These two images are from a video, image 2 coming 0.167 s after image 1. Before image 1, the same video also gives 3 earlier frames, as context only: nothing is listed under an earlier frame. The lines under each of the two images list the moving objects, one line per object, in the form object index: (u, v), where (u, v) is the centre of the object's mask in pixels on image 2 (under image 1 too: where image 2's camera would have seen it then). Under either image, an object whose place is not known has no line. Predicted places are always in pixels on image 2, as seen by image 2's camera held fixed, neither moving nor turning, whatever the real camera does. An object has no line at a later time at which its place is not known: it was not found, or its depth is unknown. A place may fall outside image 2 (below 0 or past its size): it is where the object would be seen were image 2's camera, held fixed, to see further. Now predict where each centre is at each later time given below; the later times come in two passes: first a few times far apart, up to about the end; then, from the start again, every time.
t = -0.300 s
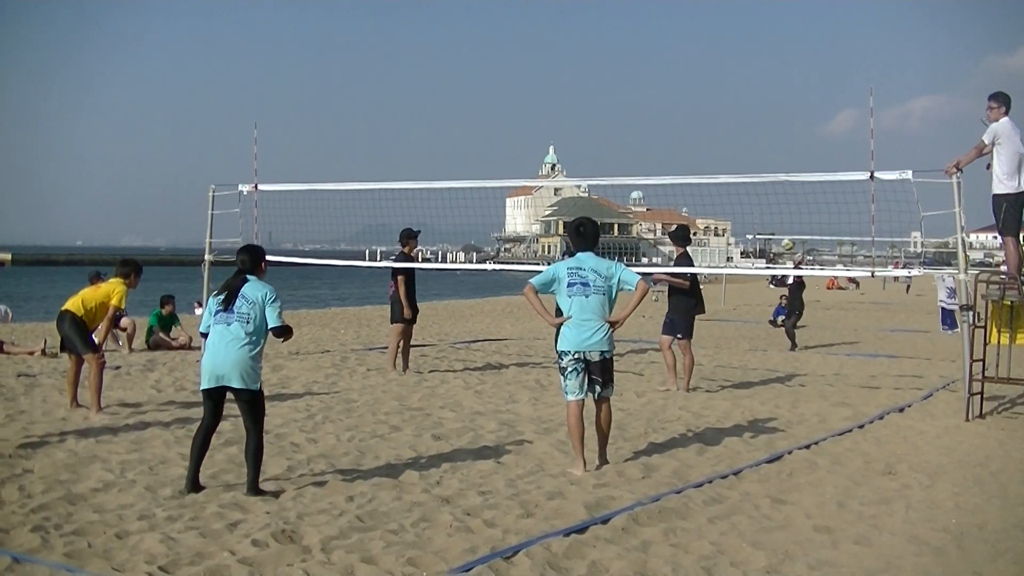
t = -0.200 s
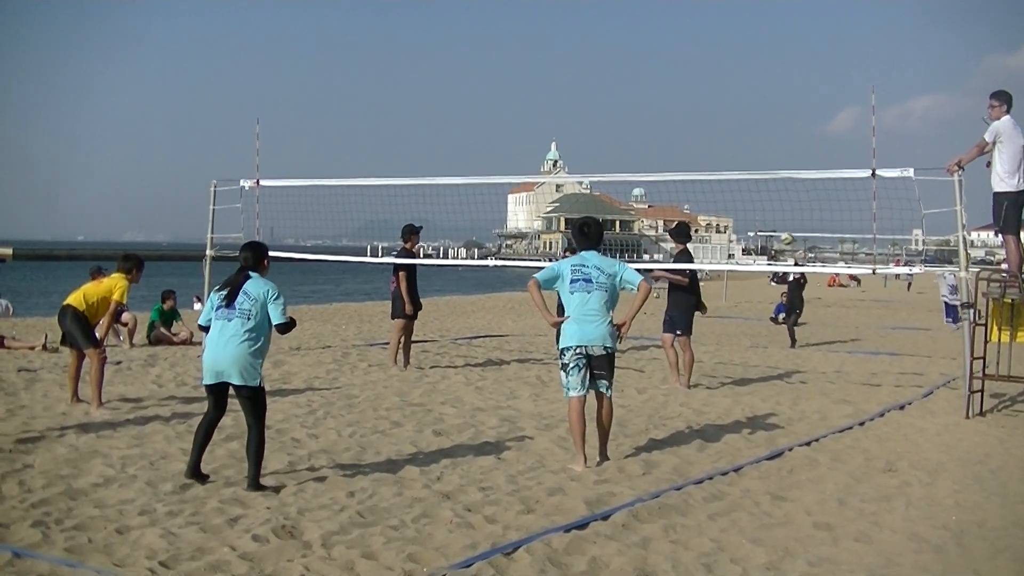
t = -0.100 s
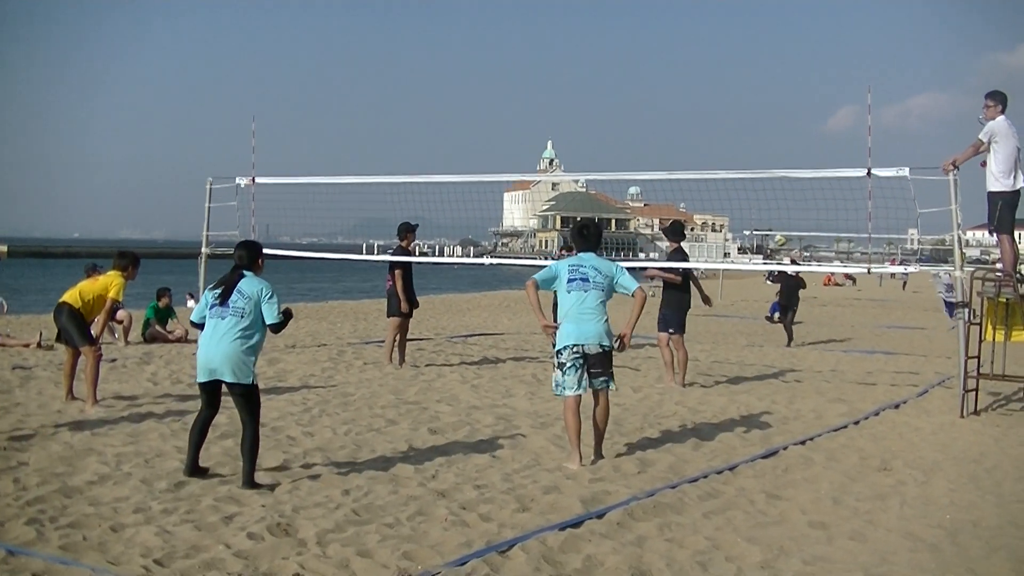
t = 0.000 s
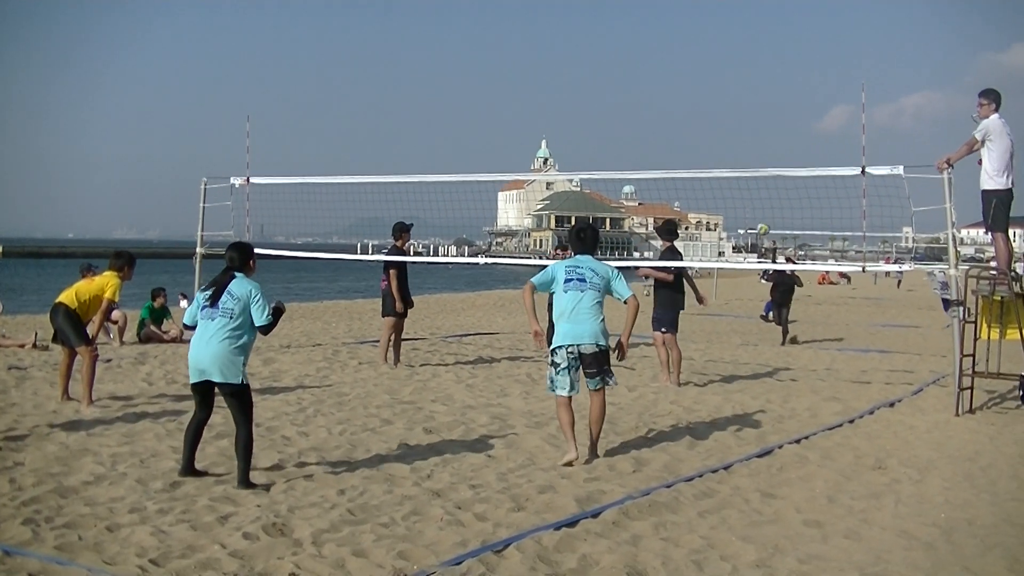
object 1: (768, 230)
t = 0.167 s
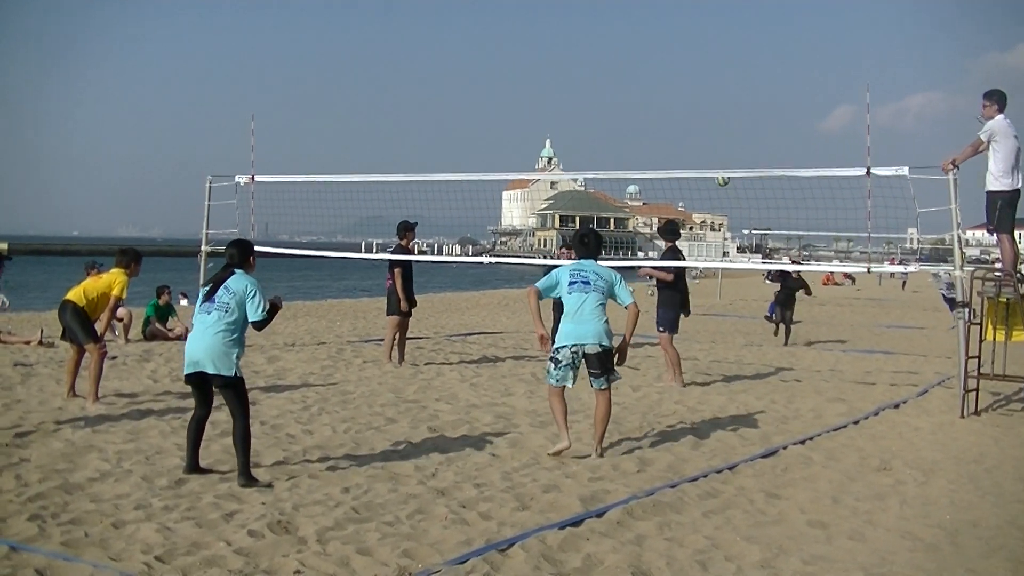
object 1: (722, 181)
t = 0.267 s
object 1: (693, 152)
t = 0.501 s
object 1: (606, 97)
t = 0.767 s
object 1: (447, 79)
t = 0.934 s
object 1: (320, 114)
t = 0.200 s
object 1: (712, 167)
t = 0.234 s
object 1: (704, 161)
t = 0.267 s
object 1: (693, 152)
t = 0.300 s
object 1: (682, 143)
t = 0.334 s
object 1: (671, 135)
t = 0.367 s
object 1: (658, 126)
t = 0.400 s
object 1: (646, 118)
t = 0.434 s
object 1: (634, 110)
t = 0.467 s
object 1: (620, 103)
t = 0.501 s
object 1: (606, 97)
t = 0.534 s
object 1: (590, 90)
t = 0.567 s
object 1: (573, 85)
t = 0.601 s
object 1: (555, 81)
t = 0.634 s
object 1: (534, 78)
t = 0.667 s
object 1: (513, 76)
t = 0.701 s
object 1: (492, 75)
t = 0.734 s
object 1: (470, 76)
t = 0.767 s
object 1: (447, 79)
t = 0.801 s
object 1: (423, 82)
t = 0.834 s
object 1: (398, 88)
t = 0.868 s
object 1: (373, 95)
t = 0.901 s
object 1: (347, 103)
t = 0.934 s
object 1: (320, 114)
